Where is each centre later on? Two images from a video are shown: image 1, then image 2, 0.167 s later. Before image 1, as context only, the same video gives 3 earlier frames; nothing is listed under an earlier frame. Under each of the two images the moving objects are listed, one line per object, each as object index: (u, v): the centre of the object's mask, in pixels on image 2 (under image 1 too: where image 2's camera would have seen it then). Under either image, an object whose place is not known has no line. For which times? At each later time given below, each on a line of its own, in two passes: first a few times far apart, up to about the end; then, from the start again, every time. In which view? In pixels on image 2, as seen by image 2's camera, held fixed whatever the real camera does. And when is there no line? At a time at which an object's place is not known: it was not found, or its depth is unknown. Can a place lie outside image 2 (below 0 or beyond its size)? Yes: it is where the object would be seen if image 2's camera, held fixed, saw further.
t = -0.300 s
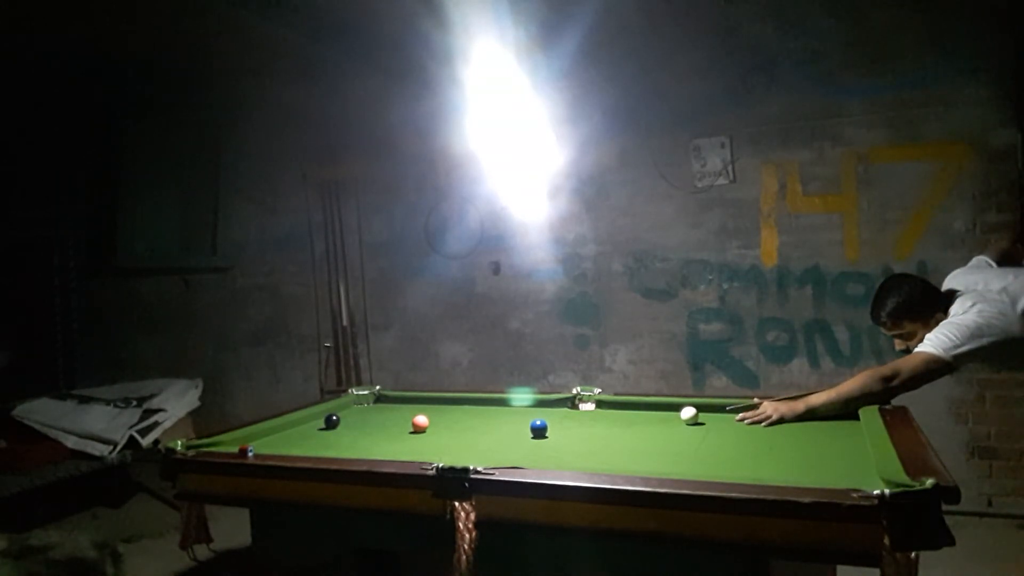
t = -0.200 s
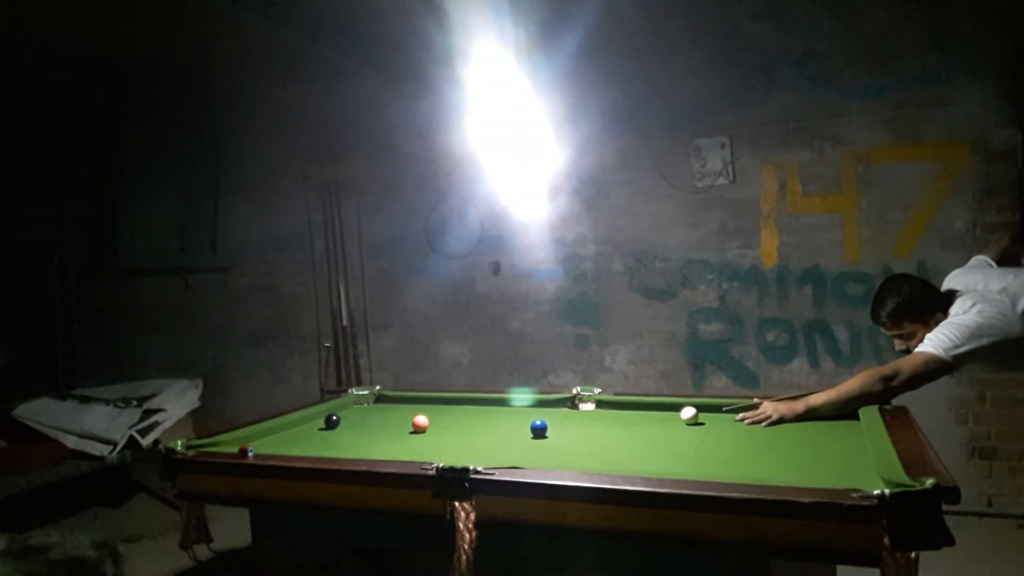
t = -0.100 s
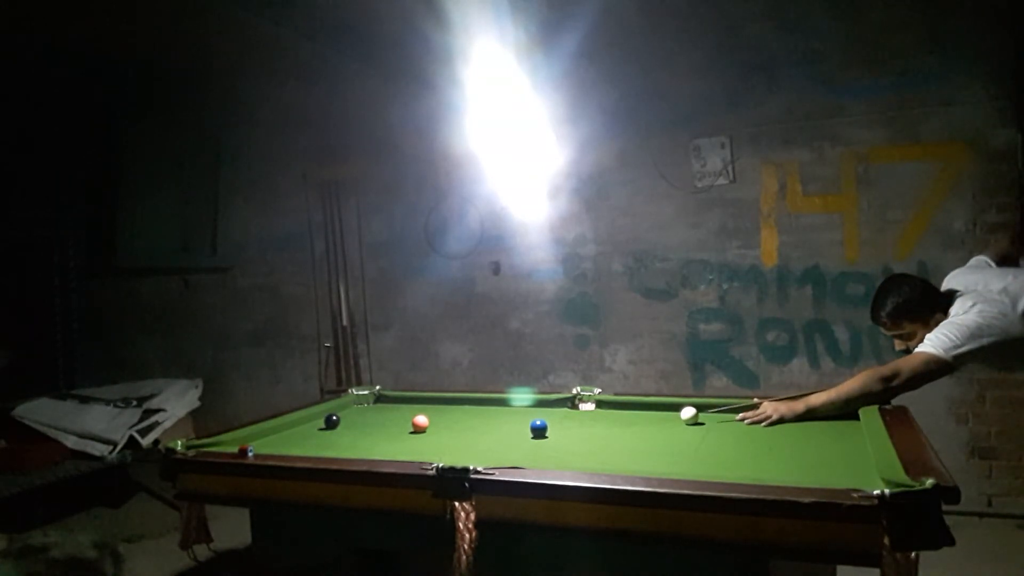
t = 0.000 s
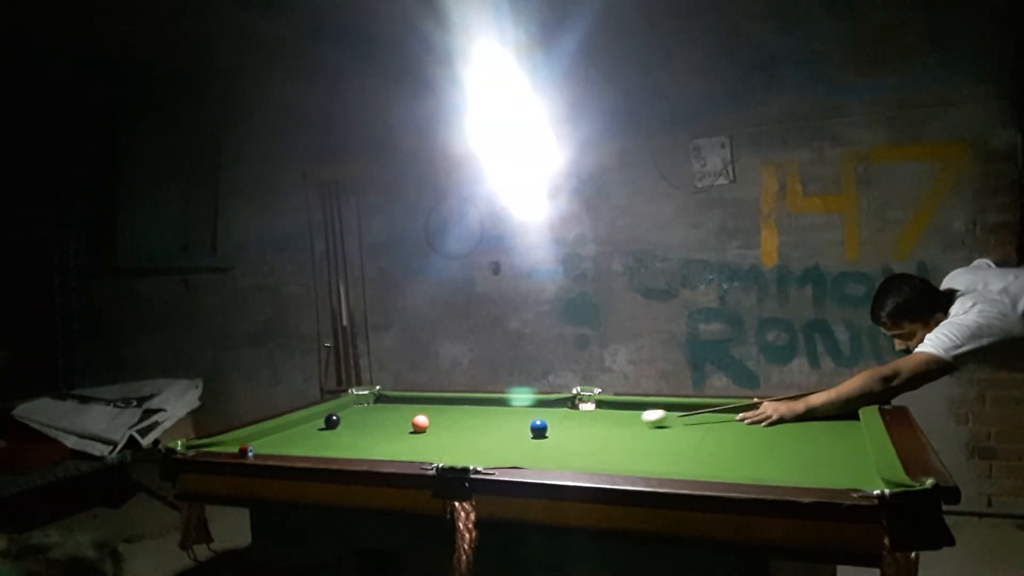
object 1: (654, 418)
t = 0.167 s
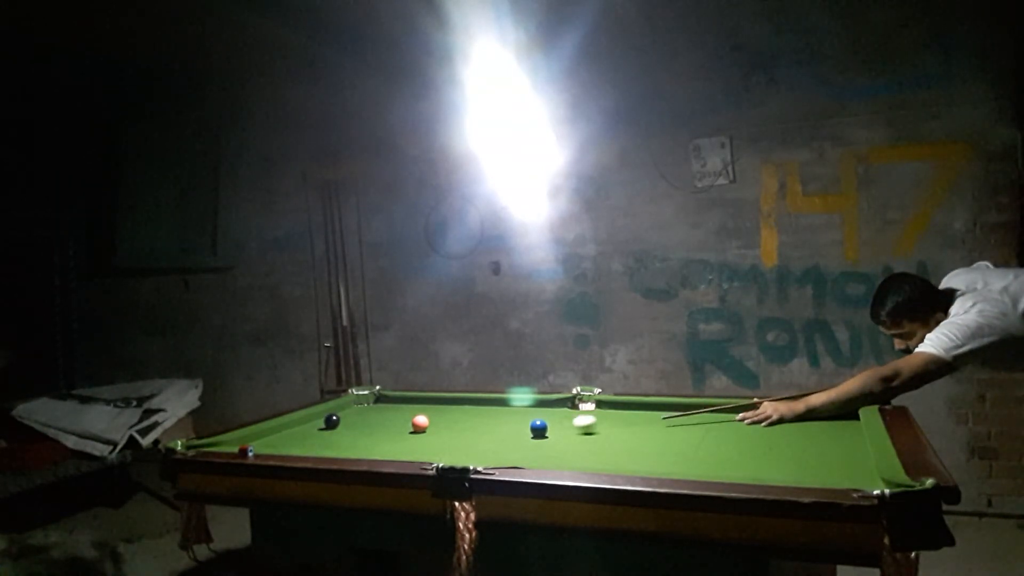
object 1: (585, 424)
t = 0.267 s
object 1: (556, 427)
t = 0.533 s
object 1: (536, 432)
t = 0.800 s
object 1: (517, 436)
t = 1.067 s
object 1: (500, 439)
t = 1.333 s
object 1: (487, 443)
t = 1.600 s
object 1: (477, 445)
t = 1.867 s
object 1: (470, 447)
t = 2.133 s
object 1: (468, 447)
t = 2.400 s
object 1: (468, 448)
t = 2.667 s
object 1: (468, 448)
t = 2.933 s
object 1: (468, 448)
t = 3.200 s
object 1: (468, 448)
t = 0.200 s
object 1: (572, 425)
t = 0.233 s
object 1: (559, 427)
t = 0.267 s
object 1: (556, 427)
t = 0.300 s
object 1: (555, 428)
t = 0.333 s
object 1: (553, 428)
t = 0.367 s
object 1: (550, 429)
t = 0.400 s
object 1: (547, 429)
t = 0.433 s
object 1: (544, 430)
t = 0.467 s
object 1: (542, 430)
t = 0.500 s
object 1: (539, 431)
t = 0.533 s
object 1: (536, 432)
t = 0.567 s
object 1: (534, 432)
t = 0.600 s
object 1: (531, 433)
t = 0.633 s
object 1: (529, 433)
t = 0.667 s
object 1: (526, 434)
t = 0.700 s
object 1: (523, 434)
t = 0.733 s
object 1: (521, 435)
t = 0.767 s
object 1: (519, 435)
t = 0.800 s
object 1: (517, 436)
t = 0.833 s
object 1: (514, 437)
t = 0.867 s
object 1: (512, 437)
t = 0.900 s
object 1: (510, 437)
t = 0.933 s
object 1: (508, 438)
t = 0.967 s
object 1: (506, 438)
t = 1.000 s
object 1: (504, 439)
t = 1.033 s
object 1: (502, 439)
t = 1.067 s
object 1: (500, 439)
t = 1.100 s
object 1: (498, 440)
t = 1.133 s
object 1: (496, 440)
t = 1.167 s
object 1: (494, 441)
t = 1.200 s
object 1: (493, 441)
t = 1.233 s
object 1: (491, 442)
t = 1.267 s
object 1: (490, 442)
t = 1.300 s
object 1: (488, 442)
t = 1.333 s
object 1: (487, 443)
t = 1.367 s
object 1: (485, 443)
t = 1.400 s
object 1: (484, 443)
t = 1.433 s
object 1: (483, 444)
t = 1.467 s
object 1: (481, 444)
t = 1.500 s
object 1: (480, 444)
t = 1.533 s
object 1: (479, 445)
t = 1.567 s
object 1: (478, 445)
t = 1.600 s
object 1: (477, 445)
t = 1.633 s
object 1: (476, 446)
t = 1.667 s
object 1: (475, 446)
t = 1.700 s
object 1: (474, 446)
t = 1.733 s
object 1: (473, 446)
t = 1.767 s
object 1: (472, 446)
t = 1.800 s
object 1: (472, 447)
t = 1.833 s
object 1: (471, 447)
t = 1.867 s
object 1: (470, 447)
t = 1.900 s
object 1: (470, 447)
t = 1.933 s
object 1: (470, 447)
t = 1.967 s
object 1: (469, 447)
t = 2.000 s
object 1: (469, 447)
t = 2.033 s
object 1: (469, 447)
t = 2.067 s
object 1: (468, 447)
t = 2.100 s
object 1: (468, 448)
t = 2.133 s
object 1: (468, 447)
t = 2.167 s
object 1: (468, 448)
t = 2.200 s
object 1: (468, 448)
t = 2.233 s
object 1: (468, 448)
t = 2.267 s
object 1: (468, 448)
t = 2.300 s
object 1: (468, 448)
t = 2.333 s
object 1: (468, 448)
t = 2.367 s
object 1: (468, 448)
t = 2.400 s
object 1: (468, 448)
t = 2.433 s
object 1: (468, 448)
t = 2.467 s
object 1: (468, 448)
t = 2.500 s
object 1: (468, 448)
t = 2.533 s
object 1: (468, 448)
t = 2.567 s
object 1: (468, 448)
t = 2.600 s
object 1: (468, 448)
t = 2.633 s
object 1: (468, 448)
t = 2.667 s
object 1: (468, 448)
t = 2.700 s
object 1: (468, 448)
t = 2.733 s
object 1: (468, 448)
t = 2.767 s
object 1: (468, 448)
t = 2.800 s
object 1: (468, 448)
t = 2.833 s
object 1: (468, 448)
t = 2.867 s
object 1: (468, 447)
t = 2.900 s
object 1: (468, 448)
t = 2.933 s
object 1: (468, 448)
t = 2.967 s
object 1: (468, 448)
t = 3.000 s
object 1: (468, 448)
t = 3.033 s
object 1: (468, 448)
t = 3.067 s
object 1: (468, 448)
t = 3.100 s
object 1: (468, 448)
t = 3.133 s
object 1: (468, 448)
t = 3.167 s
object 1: (468, 448)
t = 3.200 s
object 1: (468, 448)
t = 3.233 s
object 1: (468, 448)
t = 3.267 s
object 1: (468, 448)
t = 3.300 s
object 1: (468, 448)
